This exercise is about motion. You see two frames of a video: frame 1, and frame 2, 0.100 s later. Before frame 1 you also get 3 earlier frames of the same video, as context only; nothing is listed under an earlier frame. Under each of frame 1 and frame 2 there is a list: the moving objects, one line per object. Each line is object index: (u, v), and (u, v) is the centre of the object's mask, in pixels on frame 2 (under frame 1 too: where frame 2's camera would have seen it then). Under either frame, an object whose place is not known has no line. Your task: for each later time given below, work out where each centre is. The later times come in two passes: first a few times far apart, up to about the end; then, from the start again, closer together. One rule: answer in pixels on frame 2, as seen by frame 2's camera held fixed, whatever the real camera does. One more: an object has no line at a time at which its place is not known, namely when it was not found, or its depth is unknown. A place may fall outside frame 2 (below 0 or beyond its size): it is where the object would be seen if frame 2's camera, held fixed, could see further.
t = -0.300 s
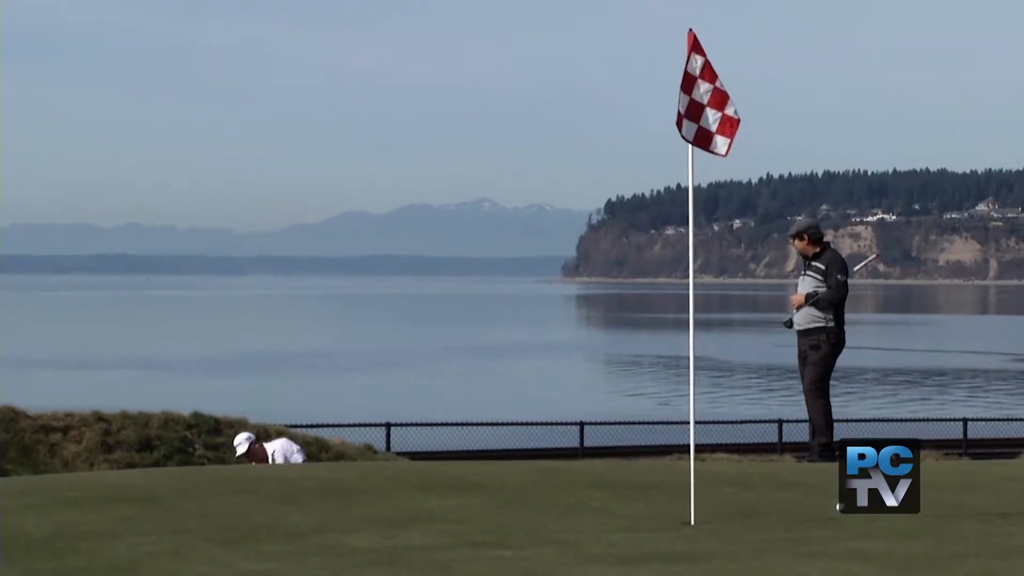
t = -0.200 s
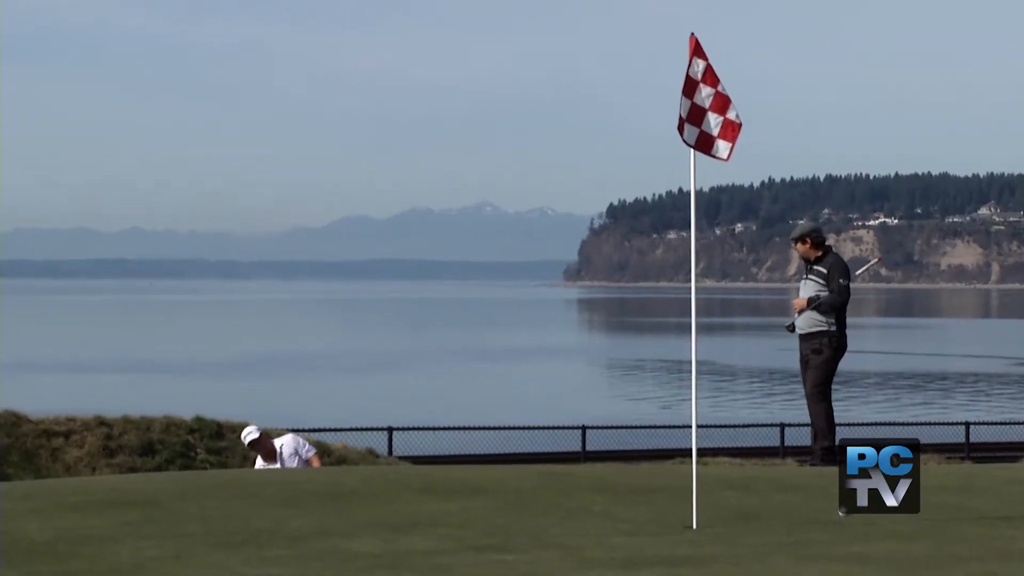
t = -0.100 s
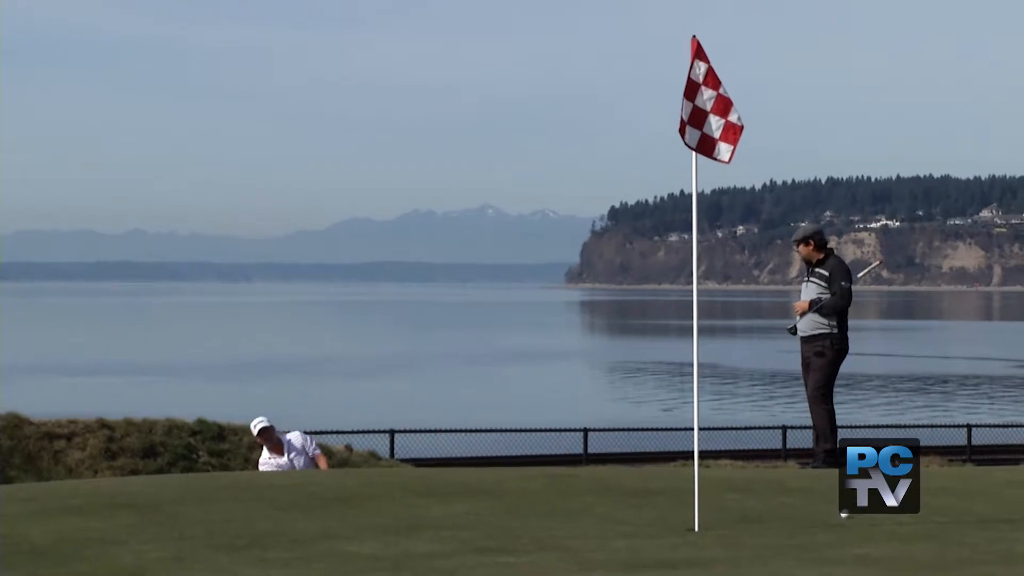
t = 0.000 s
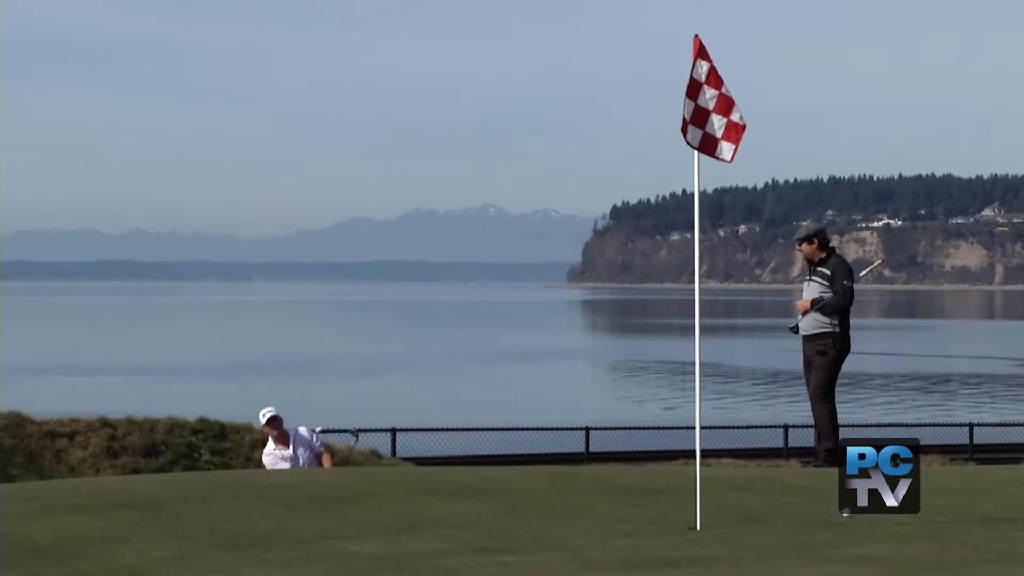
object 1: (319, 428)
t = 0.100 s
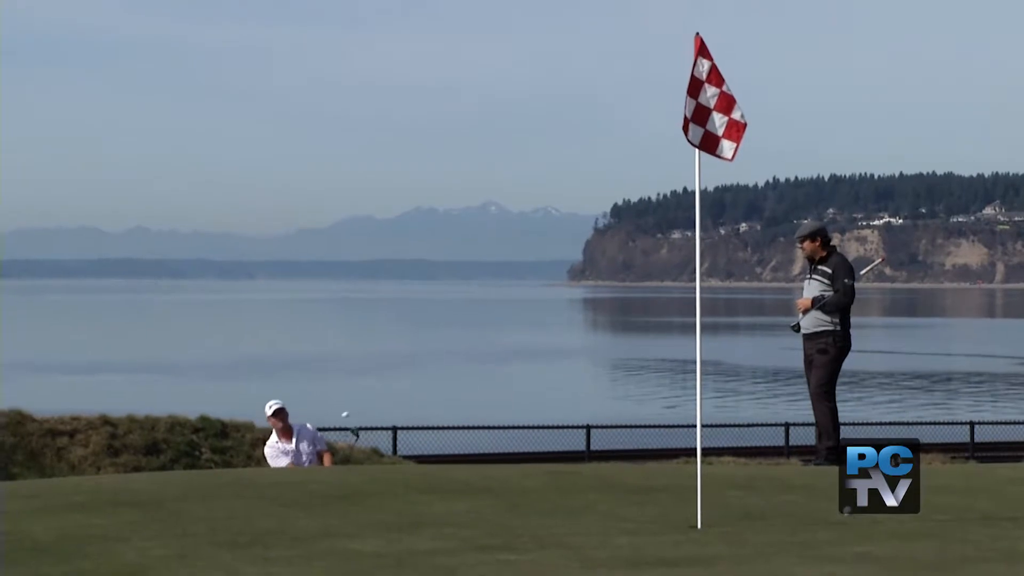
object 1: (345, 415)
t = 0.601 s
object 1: (474, 441)
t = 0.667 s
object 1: (487, 439)
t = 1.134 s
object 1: (552, 461)
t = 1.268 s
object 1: (564, 462)
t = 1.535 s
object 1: (585, 465)
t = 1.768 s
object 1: (602, 468)
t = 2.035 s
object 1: (624, 471)
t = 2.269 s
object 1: (642, 475)
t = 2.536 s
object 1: (662, 479)
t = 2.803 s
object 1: (679, 480)
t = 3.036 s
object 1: (694, 482)
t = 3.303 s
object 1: (708, 485)
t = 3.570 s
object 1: (718, 486)
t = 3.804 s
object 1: (724, 486)
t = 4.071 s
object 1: (726, 486)
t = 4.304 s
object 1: (726, 486)
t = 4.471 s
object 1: (727, 486)
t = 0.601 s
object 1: (474, 441)
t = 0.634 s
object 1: (480, 440)
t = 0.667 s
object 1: (487, 439)
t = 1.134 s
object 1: (552, 461)
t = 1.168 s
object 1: (555, 461)
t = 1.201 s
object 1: (558, 461)
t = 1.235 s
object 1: (561, 461)
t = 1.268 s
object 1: (564, 462)
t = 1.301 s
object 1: (566, 462)
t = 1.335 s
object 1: (569, 463)
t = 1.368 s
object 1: (572, 463)
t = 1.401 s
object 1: (575, 463)
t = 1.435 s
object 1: (577, 463)
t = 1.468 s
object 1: (580, 464)
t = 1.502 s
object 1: (582, 465)
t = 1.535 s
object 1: (585, 465)
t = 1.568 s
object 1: (587, 465)
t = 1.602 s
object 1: (590, 466)
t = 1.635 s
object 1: (593, 466)
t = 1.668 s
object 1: (595, 467)
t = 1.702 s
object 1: (597, 467)
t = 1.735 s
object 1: (600, 468)
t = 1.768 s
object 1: (602, 468)
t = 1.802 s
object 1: (605, 469)
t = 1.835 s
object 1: (607, 469)
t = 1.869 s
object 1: (610, 470)
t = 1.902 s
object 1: (612, 470)
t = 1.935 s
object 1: (615, 470)
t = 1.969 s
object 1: (617, 471)
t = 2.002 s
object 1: (621, 471)
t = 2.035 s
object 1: (624, 471)
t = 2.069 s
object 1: (626, 472)
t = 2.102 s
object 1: (629, 472)
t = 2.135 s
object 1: (632, 473)
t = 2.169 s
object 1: (634, 474)
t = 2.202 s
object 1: (637, 474)
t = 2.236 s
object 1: (639, 475)
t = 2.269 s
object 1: (642, 475)
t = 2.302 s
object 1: (645, 475)
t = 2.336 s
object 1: (648, 475)
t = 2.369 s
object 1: (650, 476)
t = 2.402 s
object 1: (652, 476)
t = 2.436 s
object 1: (654, 477)
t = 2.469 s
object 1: (658, 477)
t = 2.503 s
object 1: (660, 478)
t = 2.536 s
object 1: (662, 479)
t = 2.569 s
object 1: (664, 479)
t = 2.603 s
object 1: (666, 478)
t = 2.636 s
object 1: (669, 479)
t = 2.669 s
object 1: (671, 479)
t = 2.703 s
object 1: (673, 479)
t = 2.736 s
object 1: (675, 479)
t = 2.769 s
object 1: (677, 480)
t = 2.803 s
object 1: (679, 480)
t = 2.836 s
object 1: (681, 481)
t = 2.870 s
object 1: (683, 482)
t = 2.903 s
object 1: (684, 482)
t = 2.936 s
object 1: (686, 482)
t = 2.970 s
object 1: (688, 482)
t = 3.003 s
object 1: (689, 482)
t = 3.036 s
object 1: (694, 482)
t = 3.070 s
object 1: (697, 483)
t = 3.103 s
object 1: (698, 483)
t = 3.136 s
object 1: (700, 484)
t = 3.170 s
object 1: (701, 485)
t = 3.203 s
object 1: (704, 485)
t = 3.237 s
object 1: (705, 485)
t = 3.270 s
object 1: (707, 485)
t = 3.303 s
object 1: (708, 485)
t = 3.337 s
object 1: (710, 486)
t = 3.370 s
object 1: (711, 486)
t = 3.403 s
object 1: (713, 486)
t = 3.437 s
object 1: (714, 486)
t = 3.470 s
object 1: (715, 486)
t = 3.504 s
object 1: (716, 486)
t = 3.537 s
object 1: (717, 486)
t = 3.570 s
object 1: (718, 486)
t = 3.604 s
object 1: (719, 486)
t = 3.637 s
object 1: (720, 486)
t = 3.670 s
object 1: (722, 486)
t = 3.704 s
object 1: (722, 486)
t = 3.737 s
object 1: (722, 486)
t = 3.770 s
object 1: (723, 486)
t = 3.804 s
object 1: (724, 486)
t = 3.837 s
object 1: (724, 486)
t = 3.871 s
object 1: (725, 486)
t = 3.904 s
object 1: (725, 486)
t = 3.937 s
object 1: (725, 486)
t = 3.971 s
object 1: (725, 486)
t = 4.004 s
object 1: (725, 487)
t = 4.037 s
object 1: (726, 486)
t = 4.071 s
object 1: (726, 486)
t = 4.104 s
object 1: (726, 486)
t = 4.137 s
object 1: (726, 486)
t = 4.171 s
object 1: (726, 487)
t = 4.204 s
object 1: (726, 486)
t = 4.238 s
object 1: (726, 486)
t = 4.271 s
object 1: (726, 486)
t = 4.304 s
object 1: (726, 486)
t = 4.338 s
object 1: (727, 486)
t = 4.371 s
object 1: (726, 486)
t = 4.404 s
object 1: (726, 486)
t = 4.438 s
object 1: (727, 486)
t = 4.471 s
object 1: (727, 486)
